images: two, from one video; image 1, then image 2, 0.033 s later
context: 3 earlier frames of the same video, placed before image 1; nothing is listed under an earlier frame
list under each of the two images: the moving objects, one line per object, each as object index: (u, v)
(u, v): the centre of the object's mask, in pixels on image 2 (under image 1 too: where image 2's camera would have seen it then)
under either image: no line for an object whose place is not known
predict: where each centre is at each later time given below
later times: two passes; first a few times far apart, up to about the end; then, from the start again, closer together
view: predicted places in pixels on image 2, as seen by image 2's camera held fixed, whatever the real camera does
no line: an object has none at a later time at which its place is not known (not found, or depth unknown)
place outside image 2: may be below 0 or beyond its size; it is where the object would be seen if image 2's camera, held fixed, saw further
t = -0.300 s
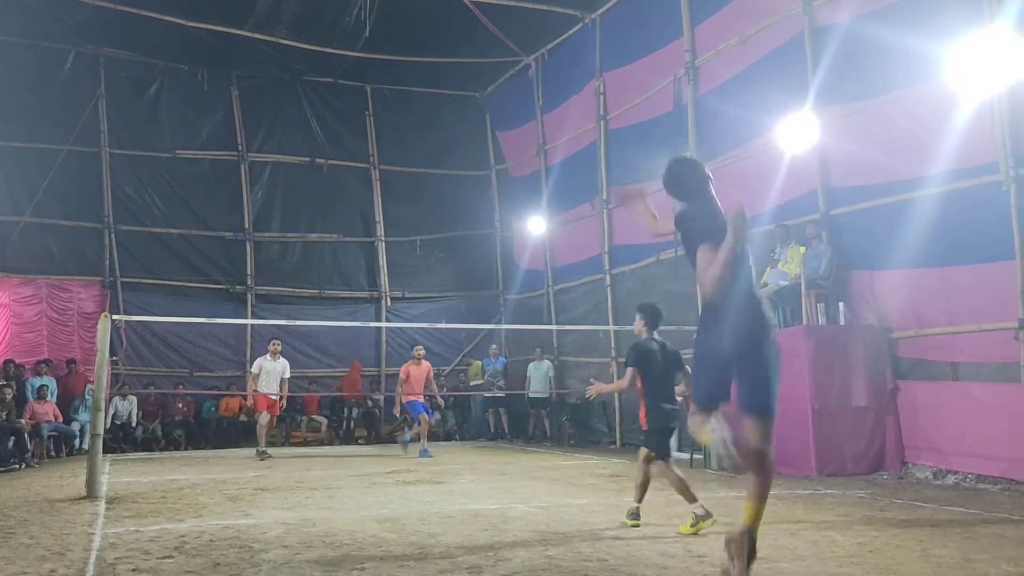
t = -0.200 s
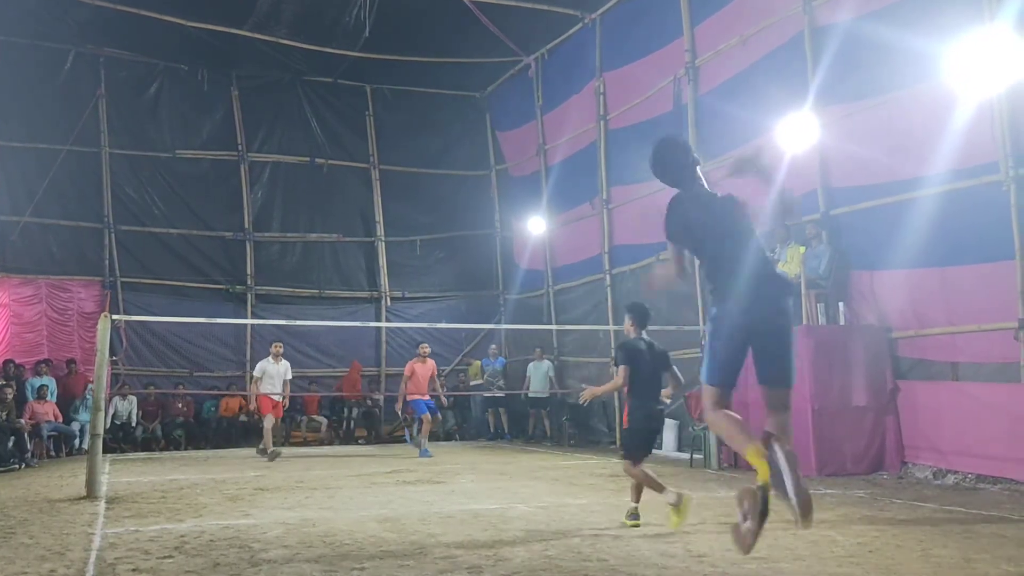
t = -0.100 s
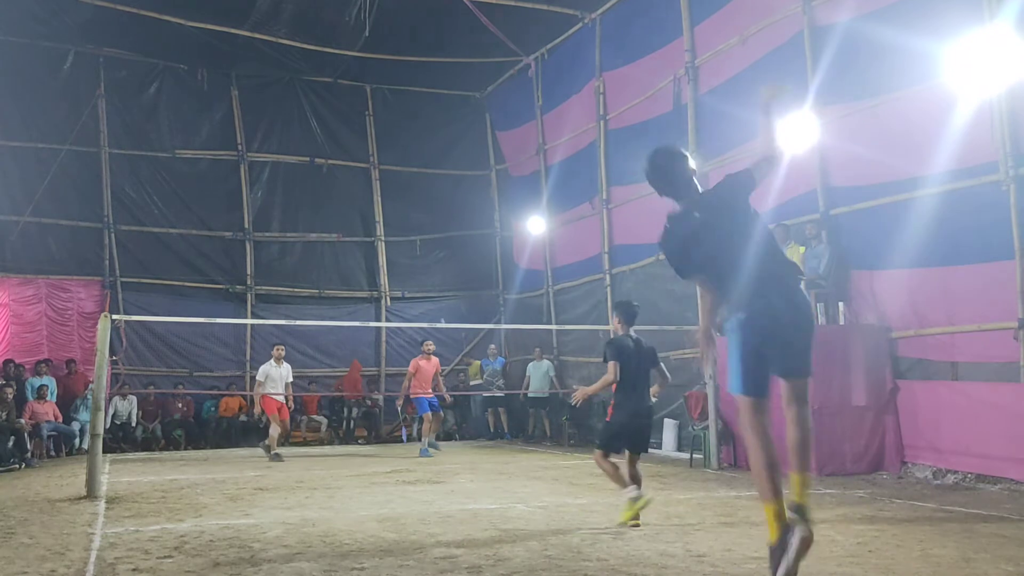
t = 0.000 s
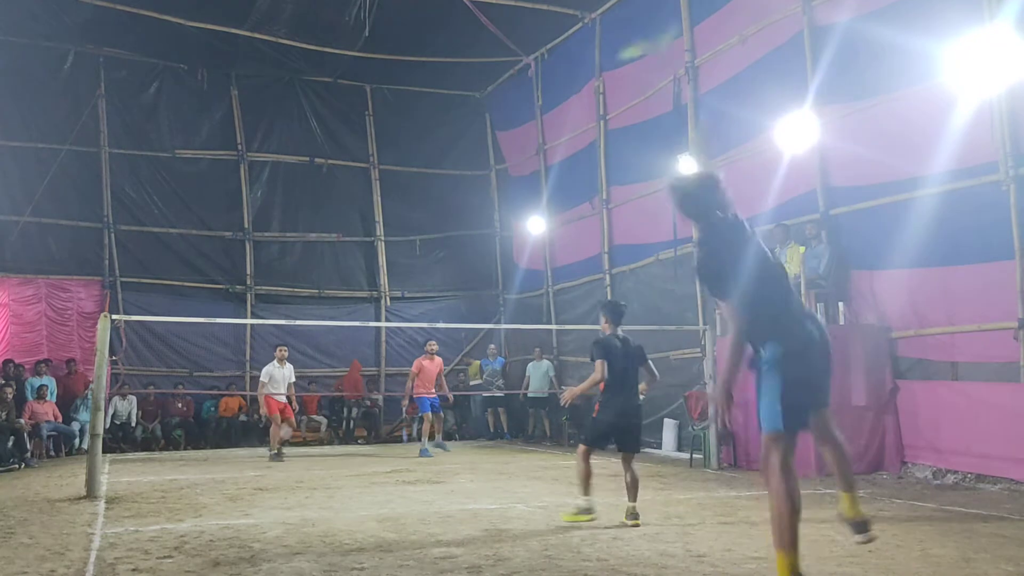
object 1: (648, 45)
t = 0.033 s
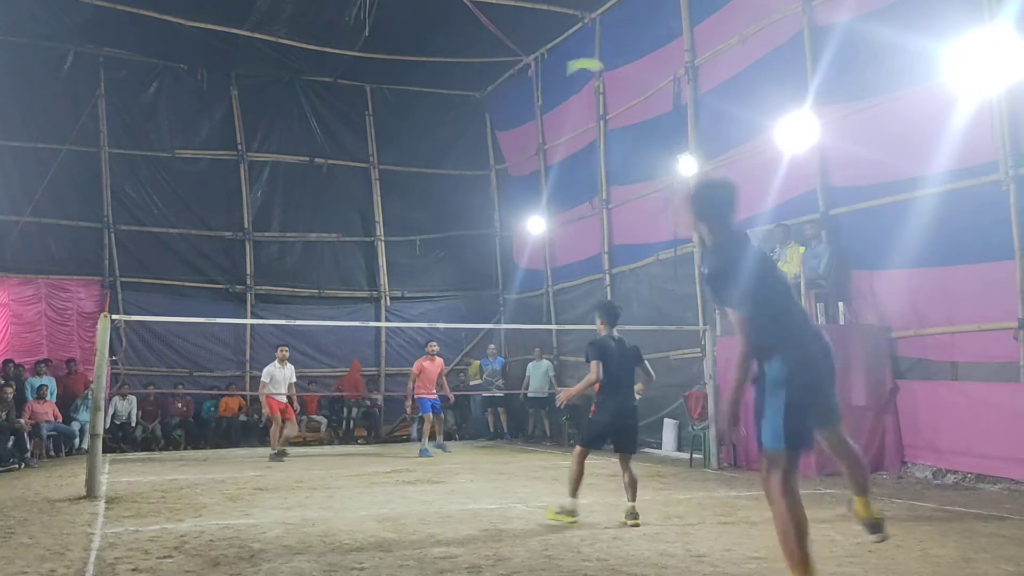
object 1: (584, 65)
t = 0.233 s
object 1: (445, 160)
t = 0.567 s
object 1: (380, 269)
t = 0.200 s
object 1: (458, 148)
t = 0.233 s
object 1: (445, 160)
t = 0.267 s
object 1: (434, 171)
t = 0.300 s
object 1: (425, 182)
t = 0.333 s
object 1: (417, 193)
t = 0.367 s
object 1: (410, 204)
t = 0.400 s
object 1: (404, 214)
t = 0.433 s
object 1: (398, 225)
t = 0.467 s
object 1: (393, 236)
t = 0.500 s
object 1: (388, 246)
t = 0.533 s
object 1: (385, 257)
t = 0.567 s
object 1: (380, 269)
